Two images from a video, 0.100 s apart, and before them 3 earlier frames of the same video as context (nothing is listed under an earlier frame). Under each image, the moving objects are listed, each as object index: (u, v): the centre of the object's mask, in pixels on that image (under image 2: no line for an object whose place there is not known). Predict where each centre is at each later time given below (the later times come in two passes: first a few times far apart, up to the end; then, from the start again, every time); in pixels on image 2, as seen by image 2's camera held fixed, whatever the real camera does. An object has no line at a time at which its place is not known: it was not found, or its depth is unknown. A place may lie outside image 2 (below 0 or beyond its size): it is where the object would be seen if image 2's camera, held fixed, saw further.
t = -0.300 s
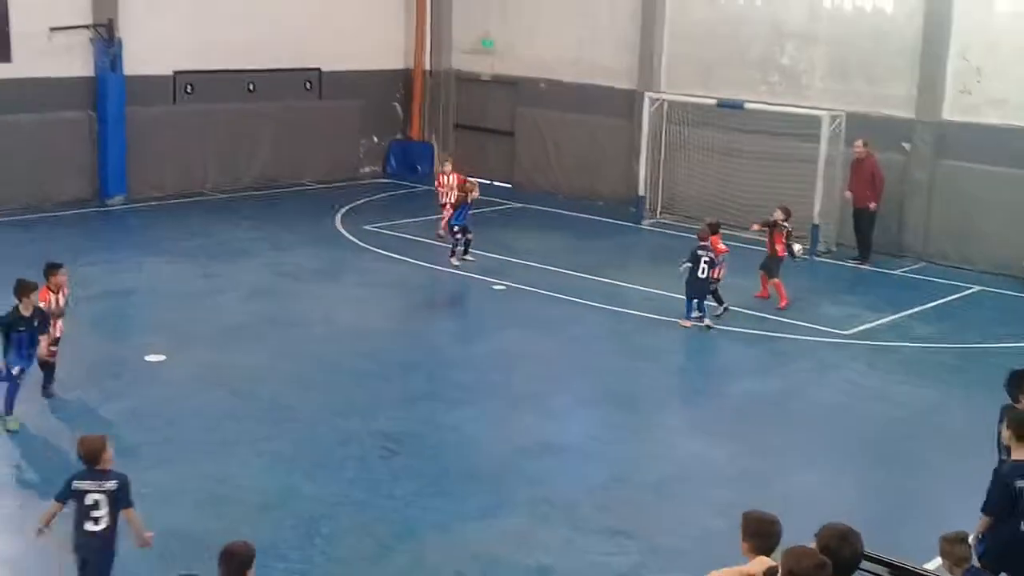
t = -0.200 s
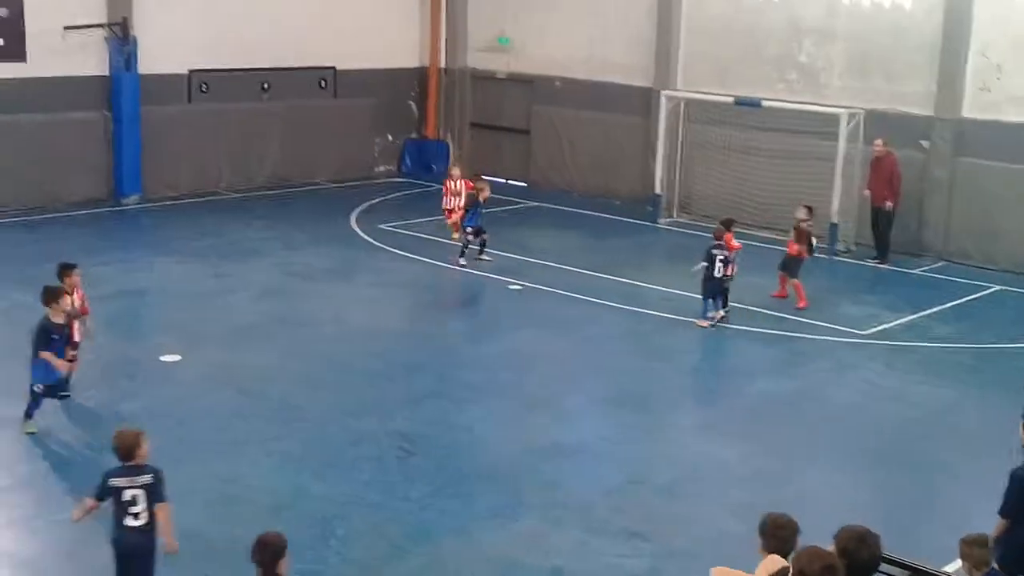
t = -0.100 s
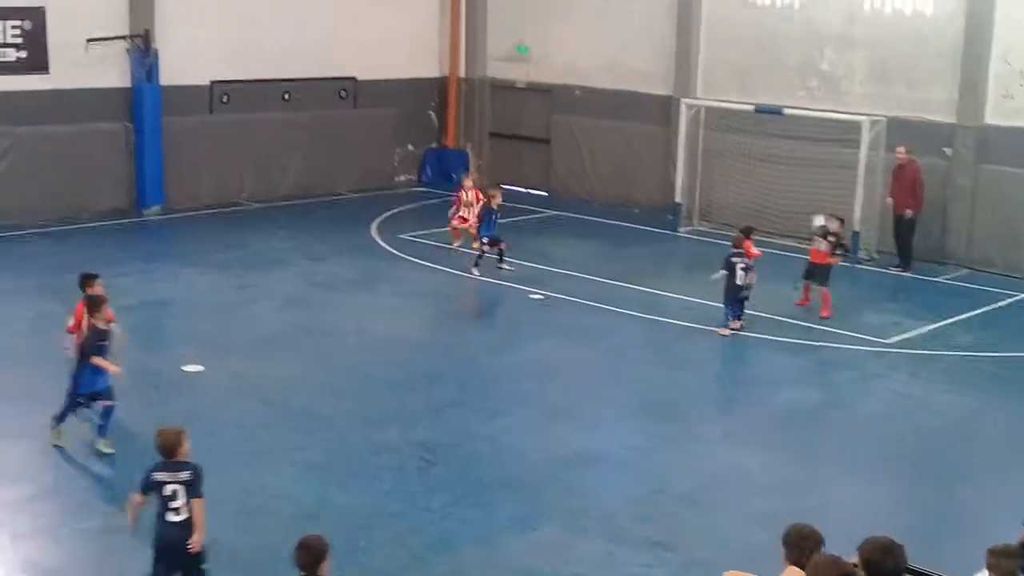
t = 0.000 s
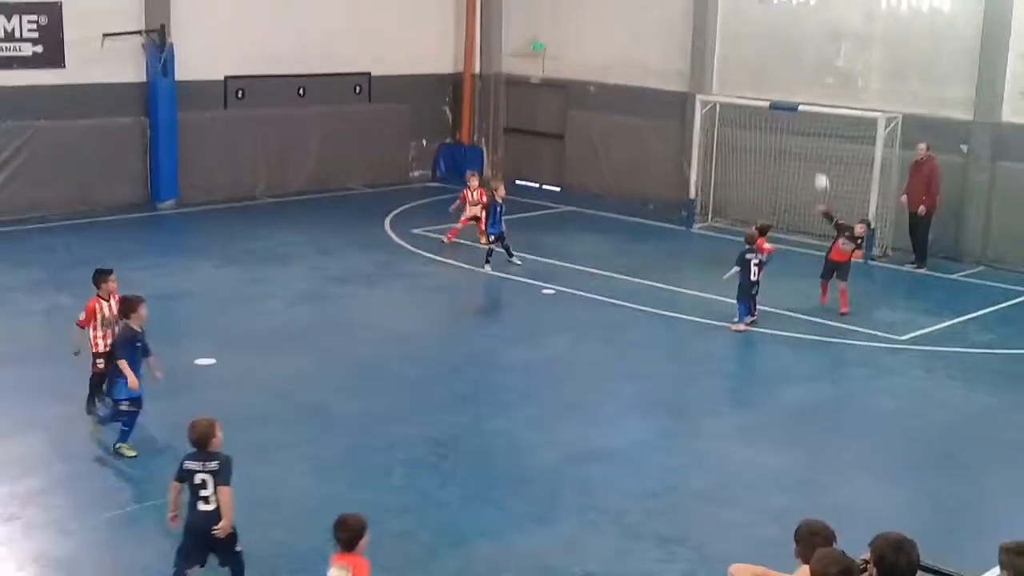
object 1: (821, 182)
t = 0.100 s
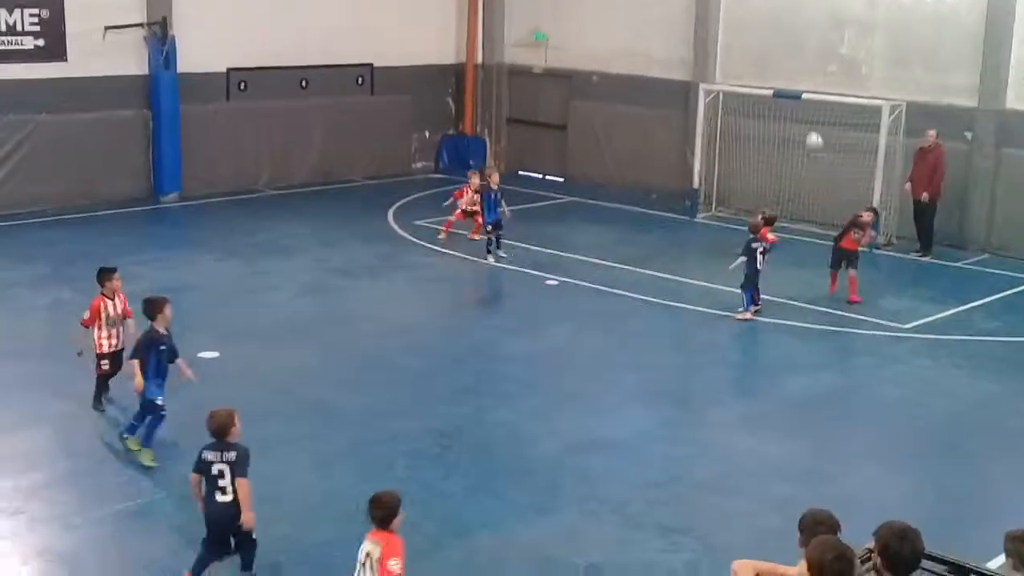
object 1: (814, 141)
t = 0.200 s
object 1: (801, 117)
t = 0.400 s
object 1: (773, 92)
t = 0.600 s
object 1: (741, 103)
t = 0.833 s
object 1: (693, 172)
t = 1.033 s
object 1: (651, 274)
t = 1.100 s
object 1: (635, 320)
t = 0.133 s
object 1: (810, 131)
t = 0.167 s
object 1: (805, 123)
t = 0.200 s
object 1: (801, 117)
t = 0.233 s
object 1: (797, 111)
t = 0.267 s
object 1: (792, 105)
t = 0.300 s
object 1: (788, 100)
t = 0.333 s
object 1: (782, 96)
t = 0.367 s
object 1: (779, 95)
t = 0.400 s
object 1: (773, 92)
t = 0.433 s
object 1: (769, 92)
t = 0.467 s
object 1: (762, 92)
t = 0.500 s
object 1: (760, 92)
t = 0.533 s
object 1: (755, 95)
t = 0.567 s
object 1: (745, 98)
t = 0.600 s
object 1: (741, 103)
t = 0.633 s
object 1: (735, 108)
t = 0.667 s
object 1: (728, 114)
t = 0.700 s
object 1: (722, 123)
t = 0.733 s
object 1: (716, 131)
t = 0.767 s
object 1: (709, 142)
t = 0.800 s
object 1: (702, 154)
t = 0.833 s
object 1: (693, 172)
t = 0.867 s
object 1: (685, 183)
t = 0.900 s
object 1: (679, 200)
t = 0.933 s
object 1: (673, 215)
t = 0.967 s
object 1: (666, 234)
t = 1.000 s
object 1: (658, 254)
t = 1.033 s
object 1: (651, 274)
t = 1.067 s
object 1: (643, 295)
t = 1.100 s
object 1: (635, 320)
